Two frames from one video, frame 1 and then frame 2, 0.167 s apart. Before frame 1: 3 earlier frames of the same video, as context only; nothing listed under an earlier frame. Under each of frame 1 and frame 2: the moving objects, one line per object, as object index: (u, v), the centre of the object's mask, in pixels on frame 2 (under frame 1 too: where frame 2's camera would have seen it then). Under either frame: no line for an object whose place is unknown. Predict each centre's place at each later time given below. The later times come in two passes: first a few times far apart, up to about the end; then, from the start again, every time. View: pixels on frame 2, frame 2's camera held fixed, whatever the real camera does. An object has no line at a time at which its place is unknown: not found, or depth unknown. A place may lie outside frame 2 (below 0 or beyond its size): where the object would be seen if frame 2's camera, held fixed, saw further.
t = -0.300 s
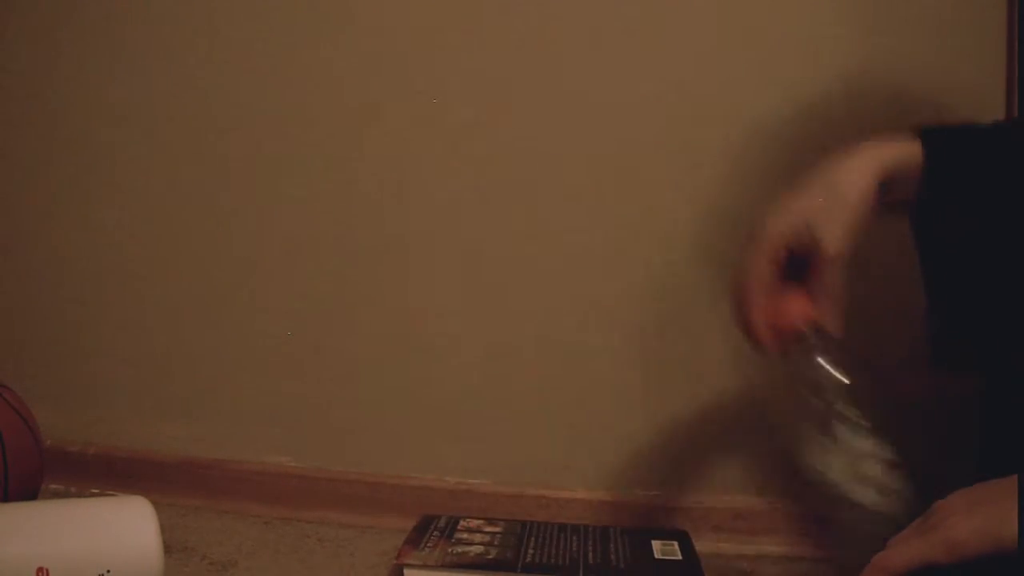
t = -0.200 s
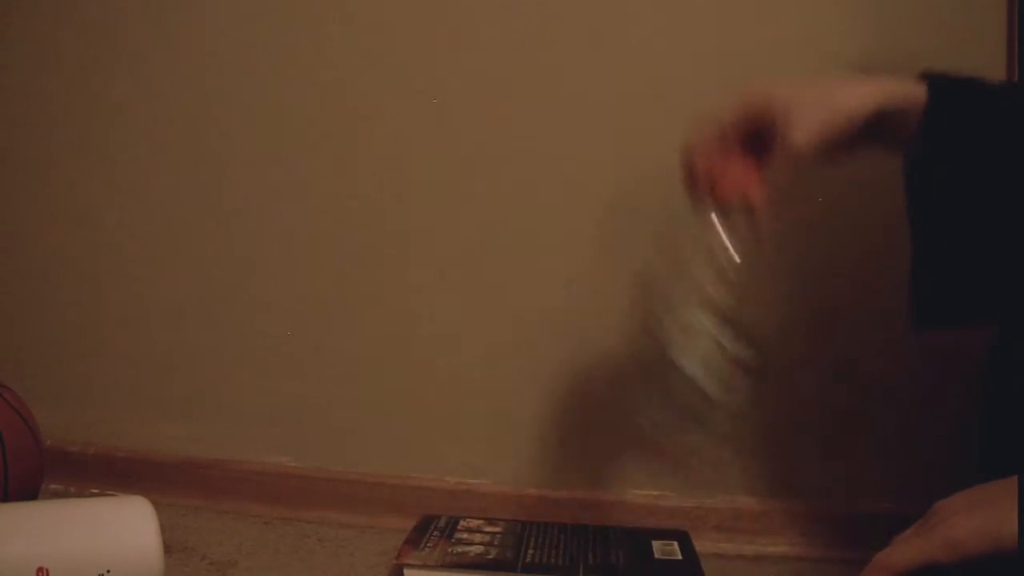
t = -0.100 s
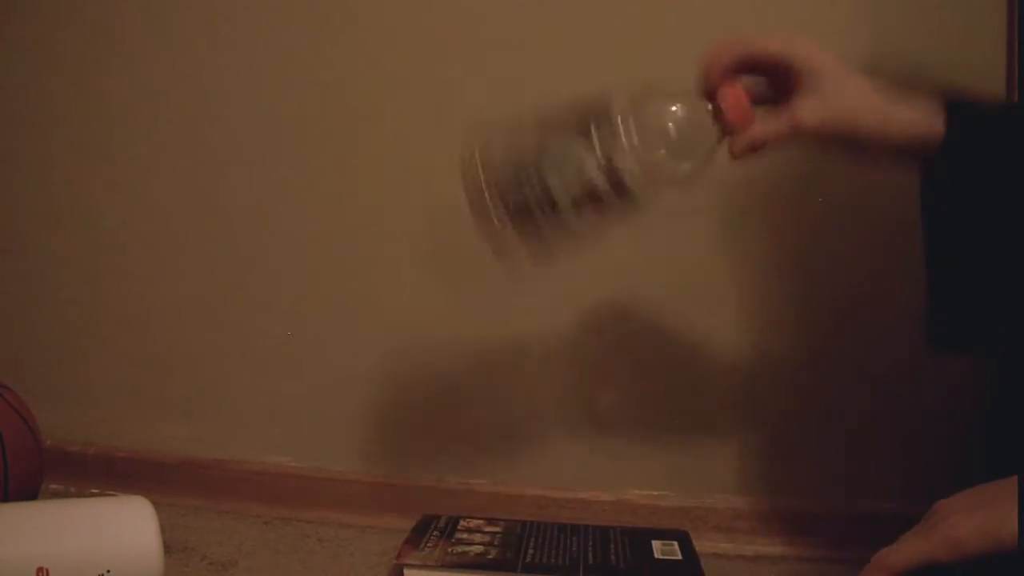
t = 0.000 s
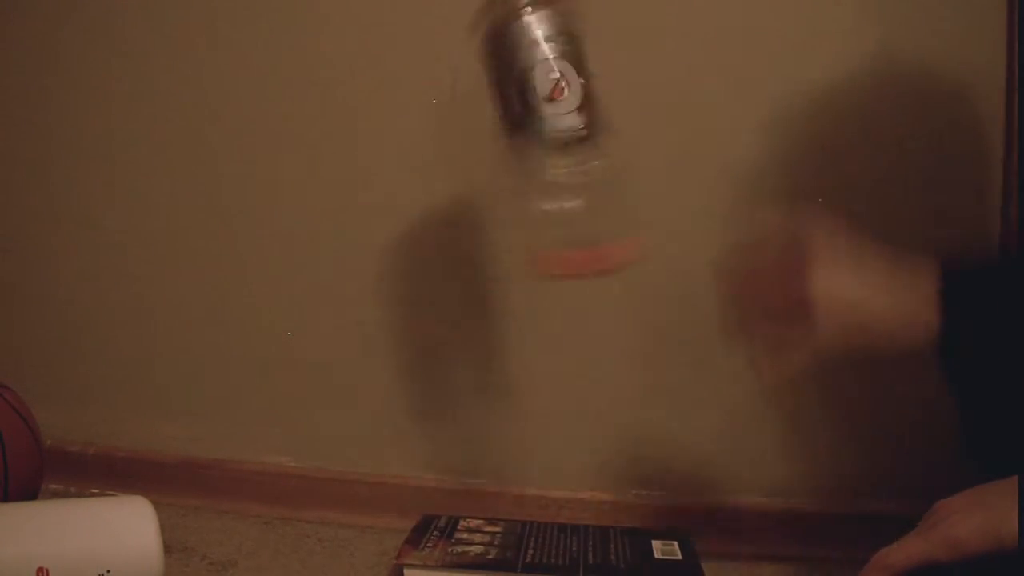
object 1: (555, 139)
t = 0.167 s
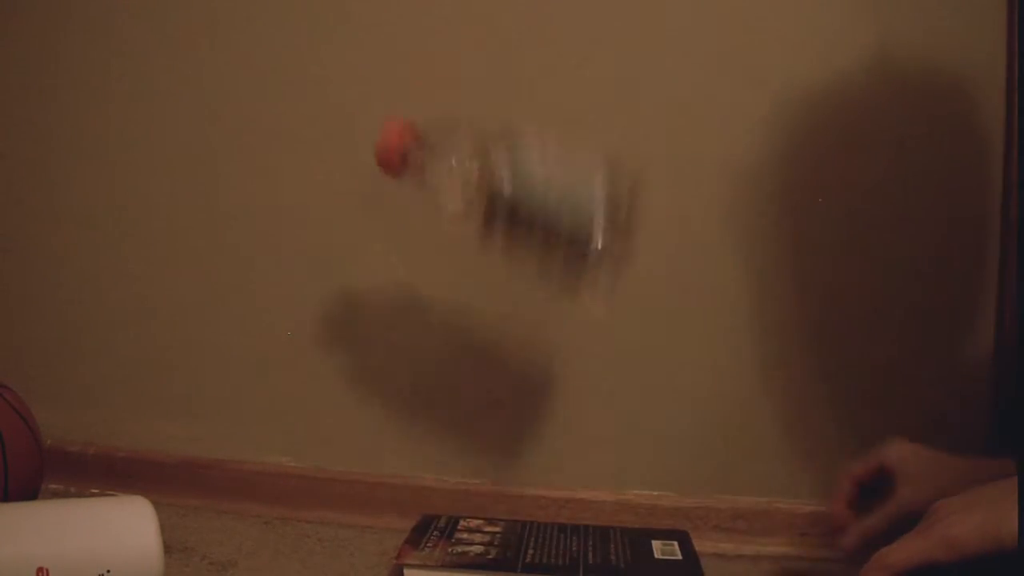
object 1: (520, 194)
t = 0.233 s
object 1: (521, 335)
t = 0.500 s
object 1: (558, 413)
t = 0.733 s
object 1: (621, 424)
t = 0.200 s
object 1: (521, 262)
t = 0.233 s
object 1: (521, 335)
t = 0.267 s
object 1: (519, 418)
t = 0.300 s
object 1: (518, 416)
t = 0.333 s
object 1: (524, 415)
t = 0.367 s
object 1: (529, 414)
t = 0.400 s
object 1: (537, 415)
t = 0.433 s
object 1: (541, 414)
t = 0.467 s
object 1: (550, 413)
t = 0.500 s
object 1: (558, 413)
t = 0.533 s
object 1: (571, 413)
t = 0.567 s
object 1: (587, 417)
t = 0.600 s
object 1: (599, 420)
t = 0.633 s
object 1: (603, 421)
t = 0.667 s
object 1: (608, 422)
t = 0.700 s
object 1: (618, 422)
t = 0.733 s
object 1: (621, 424)
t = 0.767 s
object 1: (620, 423)
